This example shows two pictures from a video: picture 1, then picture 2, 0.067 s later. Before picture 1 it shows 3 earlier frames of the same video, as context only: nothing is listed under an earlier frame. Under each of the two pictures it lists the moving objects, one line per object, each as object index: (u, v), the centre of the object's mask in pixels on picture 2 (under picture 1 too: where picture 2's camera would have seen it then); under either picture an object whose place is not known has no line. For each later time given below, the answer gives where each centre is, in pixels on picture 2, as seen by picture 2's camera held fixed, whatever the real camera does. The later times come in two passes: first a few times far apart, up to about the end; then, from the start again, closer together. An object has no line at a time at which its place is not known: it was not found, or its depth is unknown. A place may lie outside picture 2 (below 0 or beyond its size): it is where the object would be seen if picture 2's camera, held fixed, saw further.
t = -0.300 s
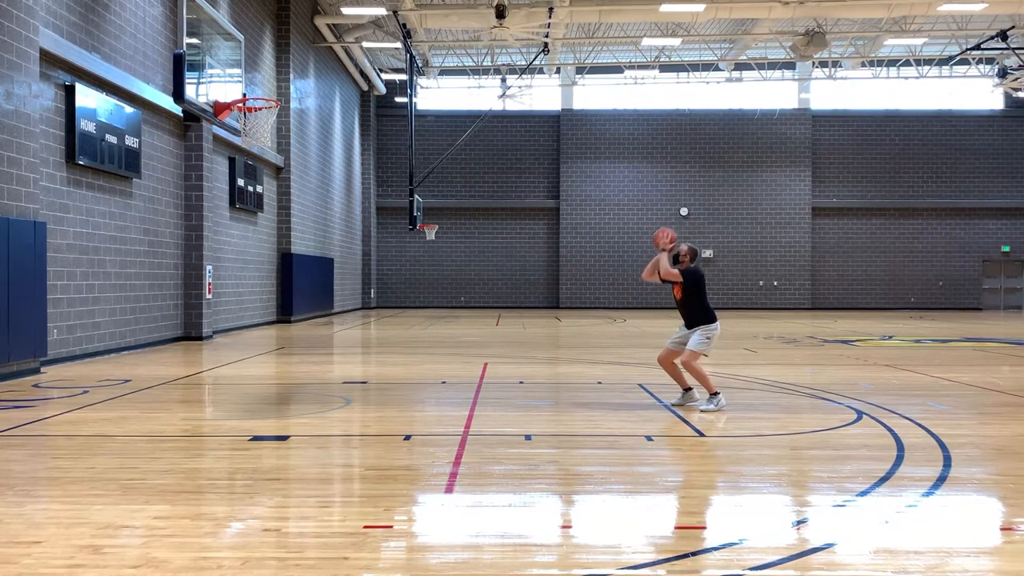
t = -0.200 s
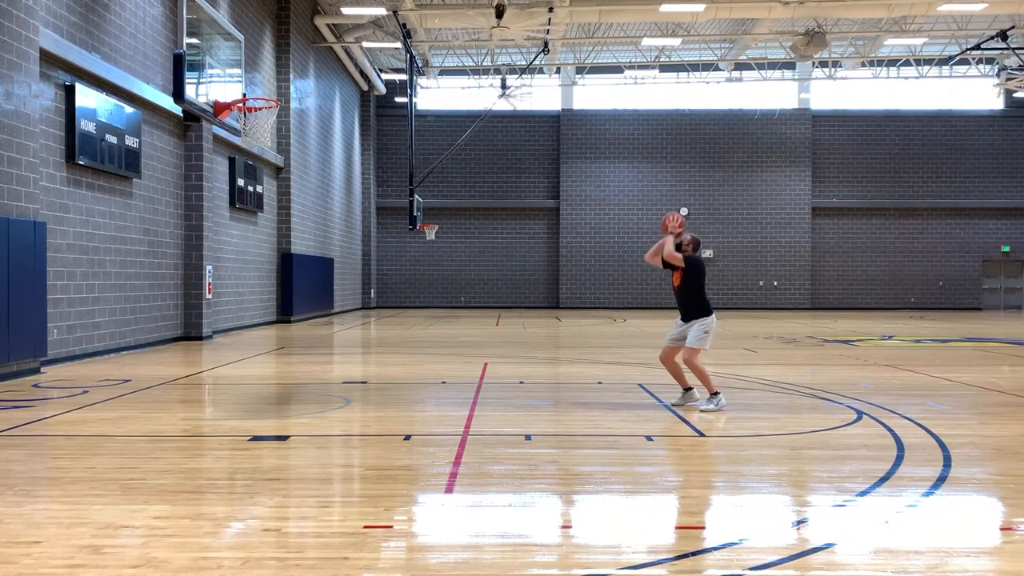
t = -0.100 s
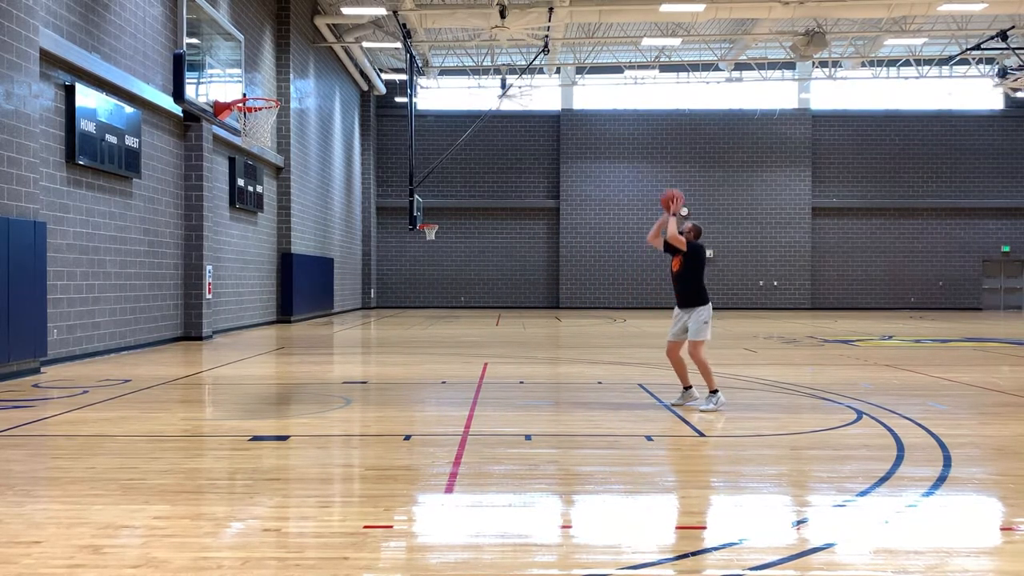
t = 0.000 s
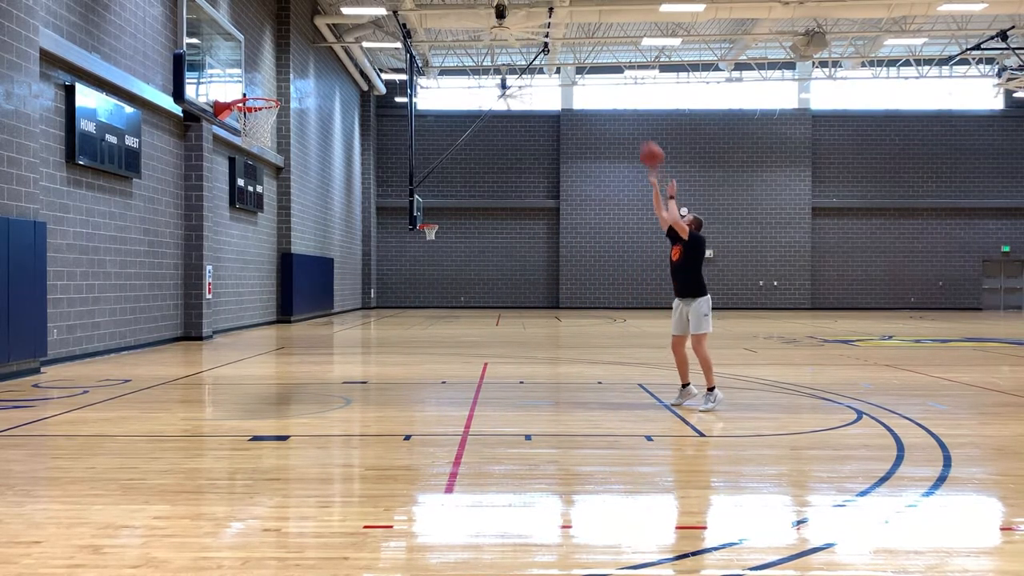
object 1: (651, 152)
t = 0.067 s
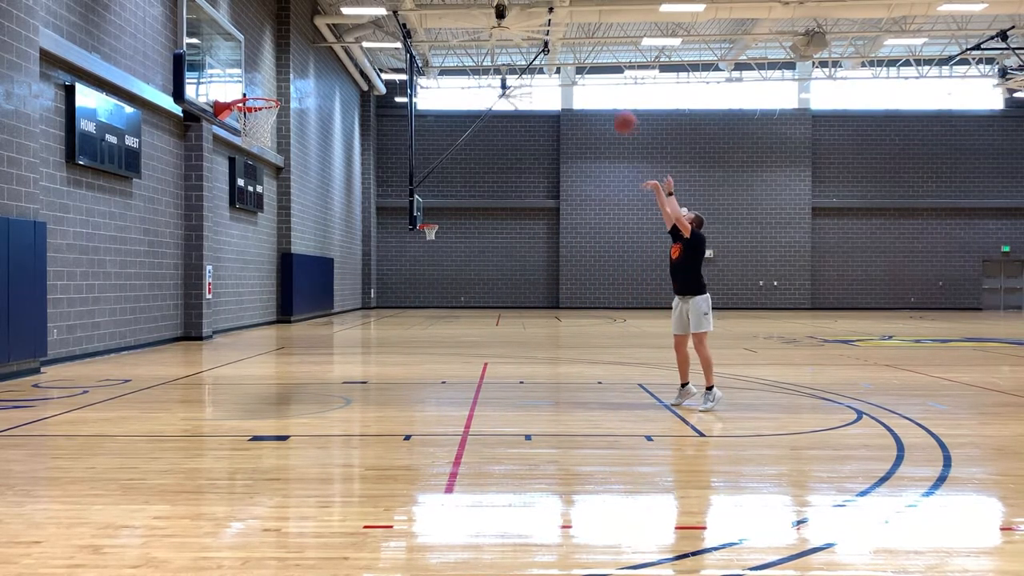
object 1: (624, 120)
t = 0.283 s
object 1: (536, 40)
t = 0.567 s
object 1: (426, 7)
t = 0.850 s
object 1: (317, 44)
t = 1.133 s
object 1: (244, 139)
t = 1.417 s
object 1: (242, 252)
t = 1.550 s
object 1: (240, 336)
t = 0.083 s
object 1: (618, 114)
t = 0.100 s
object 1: (610, 106)
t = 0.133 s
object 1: (597, 92)
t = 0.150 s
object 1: (590, 82)
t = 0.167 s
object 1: (582, 74)
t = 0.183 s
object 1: (575, 69)
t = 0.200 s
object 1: (570, 63)
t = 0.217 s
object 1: (563, 58)
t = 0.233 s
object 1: (557, 53)
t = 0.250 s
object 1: (550, 47)
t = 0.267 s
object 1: (543, 43)
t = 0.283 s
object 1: (536, 40)
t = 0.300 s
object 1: (530, 34)
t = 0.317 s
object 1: (523, 31)
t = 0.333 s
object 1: (517, 26)
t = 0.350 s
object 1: (511, 25)
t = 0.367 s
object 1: (503, 20)
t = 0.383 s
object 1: (497, 18)
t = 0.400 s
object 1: (491, 16)
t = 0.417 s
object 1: (484, 13)
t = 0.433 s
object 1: (477, 10)
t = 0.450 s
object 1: (471, 11)
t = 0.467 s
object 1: (465, 9)
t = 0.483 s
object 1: (459, 9)
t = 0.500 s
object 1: (452, 8)
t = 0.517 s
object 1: (446, 7)
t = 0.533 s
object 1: (439, 7)
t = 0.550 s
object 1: (432, 7)
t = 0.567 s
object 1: (426, 7)
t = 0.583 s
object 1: (420, 7)
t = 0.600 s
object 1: (414, 7)
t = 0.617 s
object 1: (407, 7)
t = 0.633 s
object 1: (400, 8)
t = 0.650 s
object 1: (395, 8)
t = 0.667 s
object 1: (388, 10)
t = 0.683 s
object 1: (382, 12)
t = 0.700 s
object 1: (375, 14)
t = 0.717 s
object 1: (369, 17)
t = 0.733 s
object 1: (362, 19)
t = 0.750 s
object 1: (356, 23)
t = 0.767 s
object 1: (350, 26)
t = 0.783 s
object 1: (343, 28)
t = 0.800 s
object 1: (337, 32)
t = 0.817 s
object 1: (330, 35)
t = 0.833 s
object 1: (324, 39)
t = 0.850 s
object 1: (317, 44)
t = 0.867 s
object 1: (312, 48)
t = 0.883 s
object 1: (306, 53)
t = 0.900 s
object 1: (299, 58)
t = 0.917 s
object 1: (294, 63)
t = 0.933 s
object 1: (287, 70)
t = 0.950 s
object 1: (280, 75)
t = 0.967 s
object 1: (274, 82)
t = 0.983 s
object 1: (268, 87)
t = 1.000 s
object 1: (262, 92)
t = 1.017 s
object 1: (255, 103)
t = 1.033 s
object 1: (251, 110)
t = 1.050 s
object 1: (247, 114)
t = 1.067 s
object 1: (247, 118)
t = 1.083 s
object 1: (247, 124)
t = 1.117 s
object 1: (244, 133)
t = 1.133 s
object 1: (244, 139)
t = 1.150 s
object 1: (244, 144)
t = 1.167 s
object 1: (244, 147)
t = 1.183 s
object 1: (244, 152)
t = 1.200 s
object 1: (244, 157)
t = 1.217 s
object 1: (244, 162)
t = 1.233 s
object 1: (243, 167)
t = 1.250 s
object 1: (243, 174)
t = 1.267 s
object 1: (243, 181)
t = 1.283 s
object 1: (243, 188)
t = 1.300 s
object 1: (243, 195)
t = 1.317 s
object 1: (243, 202)
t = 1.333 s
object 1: (243, 209)
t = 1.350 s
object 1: (243, 217)
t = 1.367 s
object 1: (242, 225)
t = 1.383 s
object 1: (242, 234)
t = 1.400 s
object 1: (242, 243)
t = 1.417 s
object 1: (242, 252)
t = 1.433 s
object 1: (242, 261)
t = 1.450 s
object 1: (241, 270)
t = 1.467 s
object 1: (241, 281)
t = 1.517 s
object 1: (239, 313)
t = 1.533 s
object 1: (240, 324)
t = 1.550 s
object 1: (240, 336)
